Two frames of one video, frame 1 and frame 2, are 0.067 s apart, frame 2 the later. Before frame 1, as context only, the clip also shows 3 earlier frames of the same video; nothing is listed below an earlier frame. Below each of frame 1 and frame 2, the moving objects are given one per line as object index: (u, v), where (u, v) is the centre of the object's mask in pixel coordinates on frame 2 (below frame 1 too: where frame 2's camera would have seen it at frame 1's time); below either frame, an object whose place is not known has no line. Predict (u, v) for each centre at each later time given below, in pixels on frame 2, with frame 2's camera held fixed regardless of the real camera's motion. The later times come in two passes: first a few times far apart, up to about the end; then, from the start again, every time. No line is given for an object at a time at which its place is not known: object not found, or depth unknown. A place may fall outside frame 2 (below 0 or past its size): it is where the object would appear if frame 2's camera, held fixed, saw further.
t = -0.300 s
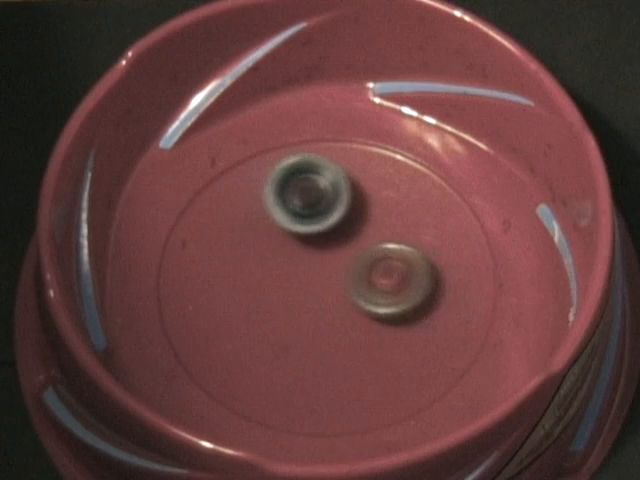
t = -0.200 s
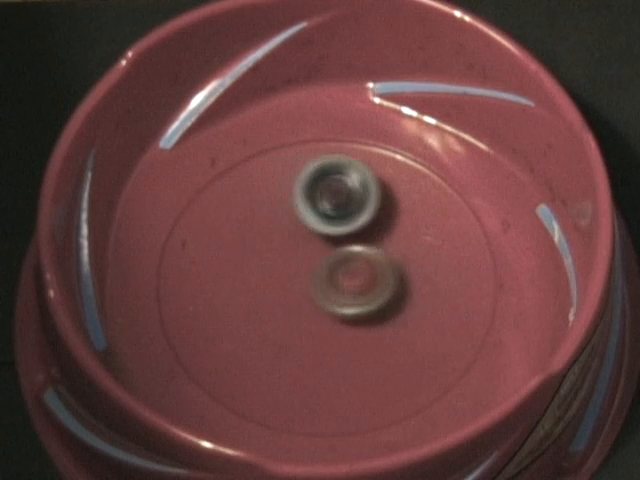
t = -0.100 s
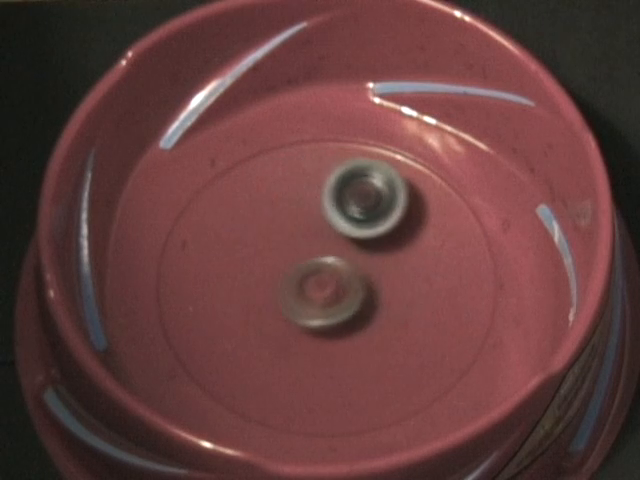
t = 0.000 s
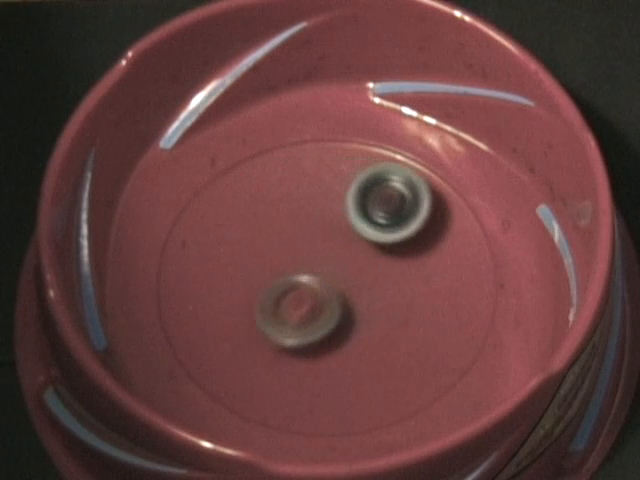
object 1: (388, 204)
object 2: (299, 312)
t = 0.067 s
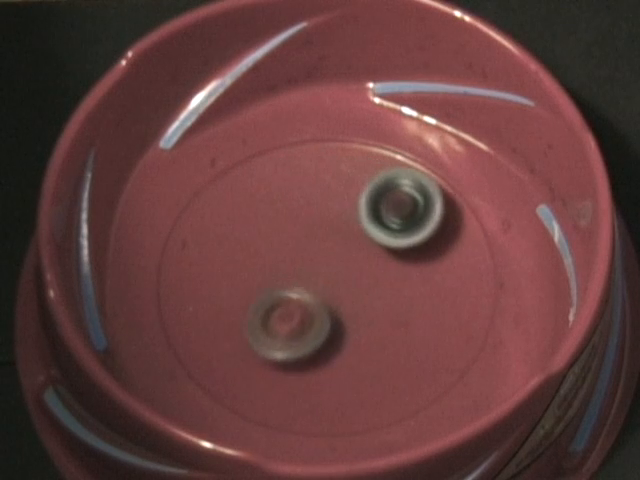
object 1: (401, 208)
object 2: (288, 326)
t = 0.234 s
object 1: (416, 232)
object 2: (287, 352)
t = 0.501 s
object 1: (403, 305)
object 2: (330, 340)
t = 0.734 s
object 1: (385, 345)
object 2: (321, 274)
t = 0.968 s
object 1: (337, 346)
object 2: (267, 241)
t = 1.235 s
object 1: (268, 317)
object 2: (249, 266)
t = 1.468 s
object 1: (265, 304)
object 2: (319, 262)
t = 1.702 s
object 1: (280, 246)
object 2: (356, 236)
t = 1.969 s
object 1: (283, 203)
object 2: (354, 213)
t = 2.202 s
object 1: (292, 226)
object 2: (367, 257)
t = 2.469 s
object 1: (353, 263)
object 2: (424, 289)
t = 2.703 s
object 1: (376, 256)
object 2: (446, 280)
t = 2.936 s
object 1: (317, 265)
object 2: (399, 289)
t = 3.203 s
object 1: (269, 309)
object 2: (362, 337)
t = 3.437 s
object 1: (294, 328)
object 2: (358, 365)
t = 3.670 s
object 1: (299, 267)
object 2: (367, 344)
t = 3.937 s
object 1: (286, 216)
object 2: (312, 297)
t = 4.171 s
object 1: (300, 224)
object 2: (255, 284)
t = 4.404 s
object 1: (347, 252)
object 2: (237, 293)
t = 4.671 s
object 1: (402, 264)
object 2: (300, 281)
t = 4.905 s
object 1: (383, 275)
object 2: (333, 233)
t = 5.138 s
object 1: (337, 308)
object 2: (338, 205)
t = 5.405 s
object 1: (306, 330)
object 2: (325, 239)
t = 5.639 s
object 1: (309, 306)
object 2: (370, 282)
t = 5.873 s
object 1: (285, 261)
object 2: (406, 295)
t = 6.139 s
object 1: (275, 235)
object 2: (399, 284)
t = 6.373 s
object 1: (310, 238)
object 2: (343, 303)
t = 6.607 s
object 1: (339, 221)
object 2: (318, 345)
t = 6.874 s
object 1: (359, 247)
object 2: (324, 347)
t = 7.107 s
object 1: (376, 283)
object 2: (308, 306)
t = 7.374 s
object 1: (366, 303)
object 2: (277, 262)
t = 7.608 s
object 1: (325, 306)
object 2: (257, 255)
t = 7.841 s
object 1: (290, 313)
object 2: (293, 251)
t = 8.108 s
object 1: (314, 302)
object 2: (340, 230)
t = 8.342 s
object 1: (315, 248)
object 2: (372, 214)
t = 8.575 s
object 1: (294, 234)
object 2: (372, 235)
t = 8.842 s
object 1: (299, 257)
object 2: (389, 288)
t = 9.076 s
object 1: (332, 282)
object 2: (409, 314)
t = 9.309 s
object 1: (351, 263)
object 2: (405, 329)
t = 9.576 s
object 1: (324, 253)
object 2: (353, 328)
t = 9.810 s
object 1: (309, 255)
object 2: (301, 346)
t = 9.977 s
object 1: (308, 241)
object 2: (282, 359)
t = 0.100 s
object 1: (406, 211)
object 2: (285, 332)
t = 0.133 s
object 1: (410, 215)
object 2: (284, 338)
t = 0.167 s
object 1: (413, 220)
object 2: (284, 343)
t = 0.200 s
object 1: (414, 225)
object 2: (284, 347)
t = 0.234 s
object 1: (416, 232)
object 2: (287, 352)
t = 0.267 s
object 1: (416, 240)
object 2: (292, 356)
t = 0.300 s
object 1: (415, 248)
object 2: (297, 359)
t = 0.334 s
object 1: (414, 256)
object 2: (303, 361)
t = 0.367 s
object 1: (412, 266)
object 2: (310, 360)
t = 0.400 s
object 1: (410, 276)
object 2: (318, 357)
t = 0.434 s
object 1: (408, 285)
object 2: (323, 352)
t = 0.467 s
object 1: (405, 296)
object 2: (327, 347)
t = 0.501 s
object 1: (403, 305)
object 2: (330, 340)
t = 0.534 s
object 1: (401, 313)
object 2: (330, 331)
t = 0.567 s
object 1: (399, 321)
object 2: (329, 321)
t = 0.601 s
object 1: (396, 327)
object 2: (329, 309)
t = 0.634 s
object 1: (394, 333)
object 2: (330, 298)
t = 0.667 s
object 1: (391, 338)
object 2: (329, 291)
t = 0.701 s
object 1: (388, 342)
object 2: (327, 283)
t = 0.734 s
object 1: (385, 345)
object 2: (321, 274)
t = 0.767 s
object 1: (381, 347)
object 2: (314, 266)
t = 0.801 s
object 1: (375, 348)
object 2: (306, 259)
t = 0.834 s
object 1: (369, 349)
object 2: (299, 254)
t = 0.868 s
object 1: (362, 349)
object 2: (291, 249)
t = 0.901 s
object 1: (354, 349)
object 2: (283, 246)
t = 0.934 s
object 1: (346, 348)
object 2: (275, 243)
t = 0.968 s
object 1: (337, 346)
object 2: (267, 241)
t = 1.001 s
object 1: (328, 344)
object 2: (259, 242)
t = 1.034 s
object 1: (318, 341)
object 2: (254, 244)
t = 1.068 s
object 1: (308, 337)
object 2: (248, 247)
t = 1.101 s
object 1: (299, 334)
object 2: (244, 251)
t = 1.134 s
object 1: (291, 330)
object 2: (242, 256)
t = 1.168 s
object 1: (282, 326)
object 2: (242, 261)
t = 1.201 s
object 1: (275, 321)
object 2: (243, 264)
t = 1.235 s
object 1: (268, 317)
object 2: (249, 266)
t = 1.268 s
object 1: (263, 320)
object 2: (259, 264)
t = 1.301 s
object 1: (260, 320)
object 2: (267, 263)
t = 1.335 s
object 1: (259, 319)
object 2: (277, 263)
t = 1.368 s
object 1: (259, 317)
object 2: (288, 264)
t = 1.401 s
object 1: (260, 314)
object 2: (299, 264)
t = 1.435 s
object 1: (263, 309)
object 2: (309, 263)
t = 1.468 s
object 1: (265, 304)
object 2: (319, 262)
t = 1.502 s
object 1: (267, 296)
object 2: (325, 260)
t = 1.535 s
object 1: (269, 289)
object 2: (331, 257)
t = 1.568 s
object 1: (271, 281)
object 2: (338, 254)
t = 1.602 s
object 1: (274, 273)
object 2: (343, 249)
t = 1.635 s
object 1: (276, 264)
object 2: (348, 245)
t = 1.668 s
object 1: (279, 255)
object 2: (352, 240)
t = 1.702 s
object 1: (280, 246)
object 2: (356, 236)
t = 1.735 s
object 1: (281, 237)
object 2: (359, 232)
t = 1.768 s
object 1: (282, 228)
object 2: (360, 226)
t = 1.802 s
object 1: (281, 221)
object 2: (361, 222)
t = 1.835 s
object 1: (281, 215)
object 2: (361, 218)
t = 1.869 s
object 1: (281, 210)
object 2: (360, 215)
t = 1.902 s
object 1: (281, 206)
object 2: (359, 213)
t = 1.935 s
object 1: (282, 204)
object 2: (356, 212)
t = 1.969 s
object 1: (283, 203)
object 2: (354, 213)
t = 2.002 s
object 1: (284, 203)
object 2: (352, 216)
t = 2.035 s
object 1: (282, 203)
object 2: (352, 222)
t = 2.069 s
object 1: (282, 205)
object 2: (353, 228)
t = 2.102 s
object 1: (284, 209)
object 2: (354, 235)
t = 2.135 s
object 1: (288, 215)
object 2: (355, 242)
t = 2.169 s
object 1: (292, 221)
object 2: (359, 249)
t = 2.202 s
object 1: (292, 226)
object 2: (367, 257)
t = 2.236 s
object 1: (295, 233)
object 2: (373, 265)
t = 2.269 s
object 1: (301, 240)
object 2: (379, 271)
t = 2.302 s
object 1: (310, 247)
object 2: (386, 276)
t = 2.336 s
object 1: (319, 253)
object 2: (393, 279)
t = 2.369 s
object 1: (329, 258)
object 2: (401, 282)
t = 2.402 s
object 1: (340, 262)
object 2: (408, 285)
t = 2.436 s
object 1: (348, 263)
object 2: (417, 287)
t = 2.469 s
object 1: (353, 263)
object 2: (424, 289)
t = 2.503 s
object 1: (361, 263)
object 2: (430, 290)
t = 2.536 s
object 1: (367, 264)
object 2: (436, 290)
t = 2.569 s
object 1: (372, 263)
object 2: (440, 289)
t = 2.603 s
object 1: (374, 261)
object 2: (444, 287)
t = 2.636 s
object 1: (376, 259)
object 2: (446, 285)
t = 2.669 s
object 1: (376, 257)
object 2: (447, 283)
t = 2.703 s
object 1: (376, 256)
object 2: (446, 280)
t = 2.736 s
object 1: (374, 254)
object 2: (442, 278)
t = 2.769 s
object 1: (367, 253)
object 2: (438, 278)
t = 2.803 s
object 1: (355, 252)
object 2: (432, 279)
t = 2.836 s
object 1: (346, 253)
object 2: (425, 280)
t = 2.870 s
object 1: (337, 255)
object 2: (417, 283)
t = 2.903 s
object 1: (327, 259)
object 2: (408, 286)
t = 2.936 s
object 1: (317, 265)
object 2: (399, 289)
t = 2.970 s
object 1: (309, 270)
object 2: (391, 294)
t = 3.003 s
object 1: (302, 277)
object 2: (384, 299)
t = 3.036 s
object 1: (298, 284)
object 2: (377, 304)
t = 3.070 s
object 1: (295, 293)
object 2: (370, 311)
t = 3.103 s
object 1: (294, 301)
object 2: (365, 317)
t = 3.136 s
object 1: (283, 305)
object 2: (364, 324)
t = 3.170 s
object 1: (273, 307)
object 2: (363, 331)
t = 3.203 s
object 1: (269, 309)
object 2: (362, 337)
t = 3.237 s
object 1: (267, 313)
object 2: (360, 343)
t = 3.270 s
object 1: (268, 318)
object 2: (357, 348)
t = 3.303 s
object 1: (271, 323)
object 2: (357, 352)
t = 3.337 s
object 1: (274, 327)
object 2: (356, 356)
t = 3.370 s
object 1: (280, 330)
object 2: (357, 360)
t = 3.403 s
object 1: (287, 330)
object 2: (357, 362)
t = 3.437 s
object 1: (294, 328)
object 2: (358, 365)
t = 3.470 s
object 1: (295, 320)
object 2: (361, 366)
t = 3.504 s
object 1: (296, 312)
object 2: (363, 367)
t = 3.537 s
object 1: (297, 303)
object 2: (365, 365)
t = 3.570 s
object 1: (298, 294)
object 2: (369, 362)
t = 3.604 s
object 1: (299, 286)
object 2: (369, 357)
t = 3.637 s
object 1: (299, 277)
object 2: (370, 350)
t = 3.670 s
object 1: (299, 267)
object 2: (367, 344)
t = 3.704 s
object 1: (298, 259)
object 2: (364, 336)
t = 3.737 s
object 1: (296, 250)
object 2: (359, 330)
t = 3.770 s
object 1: (294, 242)
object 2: (353, 323)
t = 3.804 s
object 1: (293, 235)
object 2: (347, 317)
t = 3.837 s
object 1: (291, 230)
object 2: (340, 312)
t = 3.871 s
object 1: (289, 224)
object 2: (330, 304)
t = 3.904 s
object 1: (288, 219)
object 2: (321, 301)
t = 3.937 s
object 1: (286, 216)
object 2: (312, 297)
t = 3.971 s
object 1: (285, 213)
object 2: (303, 293)
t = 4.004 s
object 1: (286, 212)
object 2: (294, 291)
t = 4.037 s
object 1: (286, 212)
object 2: (286, 288)
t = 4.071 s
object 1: (288, 213)
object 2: (278, 287)
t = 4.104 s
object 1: (291, 216)
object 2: (269, 285)
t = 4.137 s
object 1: (295, 220)
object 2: (262, 284)
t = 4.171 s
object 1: (300, 224)
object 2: (255, 284)
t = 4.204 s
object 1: (305, 228)
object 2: (249, 282)
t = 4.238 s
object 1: (312, 233)
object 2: (244, 282)
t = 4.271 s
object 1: (319, 237)
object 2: (239, 283)
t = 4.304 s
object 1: (326, 240)
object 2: (236, 284)
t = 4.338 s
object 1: (332, 244)
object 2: (235, 287)
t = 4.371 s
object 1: (340, 248)
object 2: (235, 290)
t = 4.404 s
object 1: (347, 252)
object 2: (237, 293)
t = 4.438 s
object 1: (356, 255)
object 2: (243, 295)
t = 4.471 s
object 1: (365, 258)
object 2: (249, 296)
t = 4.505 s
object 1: (374, 261)
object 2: (258, 296)
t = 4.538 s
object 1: (381, 263)
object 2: (266, 295)
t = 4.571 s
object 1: (387, 263)
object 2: (275, 294)
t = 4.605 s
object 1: (393, 264)
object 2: (284, 290)
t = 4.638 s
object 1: (398, 264)
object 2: (292, 286)
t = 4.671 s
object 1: (402, 264)
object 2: (300, 281)
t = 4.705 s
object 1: (404, 265)
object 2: (307, 276)
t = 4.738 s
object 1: (404, 265)
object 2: (314, 271)
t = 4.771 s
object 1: (403, 265)
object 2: (319, 264)
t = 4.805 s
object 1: (399, 267)
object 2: (323, 258)
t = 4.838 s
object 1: (395, 269)
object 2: (325, 250)
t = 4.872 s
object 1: (389, 272)
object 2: (328, 242)
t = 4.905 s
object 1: (383, 275)
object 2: (333, 233)
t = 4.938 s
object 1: (377, 279)
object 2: (336, 227)
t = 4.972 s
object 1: (370, 284)
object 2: (339, 222)
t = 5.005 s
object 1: (363, 288)
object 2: (340, 217)
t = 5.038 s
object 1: (357, 293)
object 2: (340, 214)
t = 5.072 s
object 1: (349, 298)
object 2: (340, 211)
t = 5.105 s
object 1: (343, 303)
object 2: (339, 207)
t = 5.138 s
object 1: (337, 308)
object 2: (338, 205)
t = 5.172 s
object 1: (330, 312)
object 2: (335, 203)
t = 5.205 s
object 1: (325, 316)
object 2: (332, 204)
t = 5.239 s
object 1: (321, 320)
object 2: (329, 207)
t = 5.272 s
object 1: (317, 323)
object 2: (327, 210)
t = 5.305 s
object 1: (313, 326)
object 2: (324, 216)
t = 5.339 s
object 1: (310, 328)
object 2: (323, 223)
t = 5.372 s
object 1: (308, 330)
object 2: (323, 231)
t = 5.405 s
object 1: (306, 330)
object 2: (325, 239)
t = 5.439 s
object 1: (306, 330)
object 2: (328, 246)
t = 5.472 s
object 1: (306, 329)
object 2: (331, 253)
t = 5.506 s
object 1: (306, 327)
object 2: (336, 260)
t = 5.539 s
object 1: (307, 324)
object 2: (342, 264)
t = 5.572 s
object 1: (308, 319)
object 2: (351, 269)
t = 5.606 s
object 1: (309, 313)
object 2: (361, 275)
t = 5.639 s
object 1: (309, 306)
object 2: (370, 282)
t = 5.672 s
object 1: (304, 300)
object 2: (376, 288)
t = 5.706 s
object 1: (301, 294)
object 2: (382, 291)
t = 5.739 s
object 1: (298, 287)
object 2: (385, 293)
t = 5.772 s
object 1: (295, 280)
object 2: (389, 294)
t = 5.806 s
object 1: (292, 273)
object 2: (395, 295)
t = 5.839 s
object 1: (288, 267)
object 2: (400, 295)
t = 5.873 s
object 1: (285, 261)
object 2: (406, 295)
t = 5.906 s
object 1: (282, 255)
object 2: (410, 294)
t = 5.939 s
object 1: (279, 250)
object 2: (413, 294)
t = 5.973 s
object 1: (277, 246)
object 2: (415, 292)
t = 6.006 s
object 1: (276, 242)
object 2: (415, 290)
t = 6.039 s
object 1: (274, 239)
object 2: (414, 288)
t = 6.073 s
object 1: (274, 237)
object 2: (410, 286)
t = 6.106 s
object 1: (274, 236)
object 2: (406, 284)
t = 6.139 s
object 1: (275, 235)
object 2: (399, 284)
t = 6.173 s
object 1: (277, 234)
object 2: (390, 284)
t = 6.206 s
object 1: (280, 234)
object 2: (381, 285)
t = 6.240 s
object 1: (284, 235)
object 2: (373, 287)
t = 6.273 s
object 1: (289, 237)
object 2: (363, 288)
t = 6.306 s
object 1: (296, 239)
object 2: (356, 292)
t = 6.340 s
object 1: (303, 240)
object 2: (349, 297)
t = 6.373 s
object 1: (310, 238)
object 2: (343, 303)
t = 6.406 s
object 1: (315, 231)
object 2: (337, 312)
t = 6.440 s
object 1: (320, 227)
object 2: (333, 320)
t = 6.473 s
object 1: (324, 224)
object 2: (327, 327)
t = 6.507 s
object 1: (328, 222)
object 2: (325, 332)
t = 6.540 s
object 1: (332, 220)
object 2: (323, 336)
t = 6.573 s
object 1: (336, 220)
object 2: (320, 341)
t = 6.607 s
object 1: (339, 221)
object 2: (318, 345)
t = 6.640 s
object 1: (342, 221)
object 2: (317, 348)
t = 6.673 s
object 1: (344, 223)
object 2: (316, 351)
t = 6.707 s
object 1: (347, 225)
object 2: (316, 353)
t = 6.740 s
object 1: (349, 229)
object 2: (317, 355)
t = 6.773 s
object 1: (352, 233)
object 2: (318, 355)
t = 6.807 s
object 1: (354, 237)
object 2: (320, 354)
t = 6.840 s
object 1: (357, 242)
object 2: (323, 351)
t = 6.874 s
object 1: (359, 247)
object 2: (324, 347)
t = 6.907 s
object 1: (361, 253)
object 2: (325, 342)
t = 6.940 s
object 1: (365, 259)
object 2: (325, 337)
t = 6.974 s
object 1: (367, 265)
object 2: (324, 331)
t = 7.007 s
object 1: (370, 270)
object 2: (321, 326)
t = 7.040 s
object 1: (372, 274)
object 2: (318, 321)
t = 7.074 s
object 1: (374, 278)
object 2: (313, 313)
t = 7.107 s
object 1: (376, 283)
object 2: (308, 306)
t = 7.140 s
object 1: (377, 287)
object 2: (306, 299)
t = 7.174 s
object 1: (378, 291)
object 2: (302, 293)
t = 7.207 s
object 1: (378, 294)
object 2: (298, 286)
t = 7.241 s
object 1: (376, 296)
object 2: (295, 281)
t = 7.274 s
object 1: (375, 298)
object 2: (291, 276)
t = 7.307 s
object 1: (372, 300)
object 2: (287, 272)
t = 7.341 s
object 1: (369, 301)
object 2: (282, 266)
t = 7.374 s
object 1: (366, 303)
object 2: (277, 262)
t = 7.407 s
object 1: (362, 304)
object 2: (274, 260)
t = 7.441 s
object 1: (357, 305)
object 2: (269, 256)
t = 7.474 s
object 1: (351, 306)
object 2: (265, 254)
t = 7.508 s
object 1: (345, 307)
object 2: (263, 254)
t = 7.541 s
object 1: (339, 307)
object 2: (260, 253)
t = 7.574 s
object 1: (332, 307)
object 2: (258, 253)
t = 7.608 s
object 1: (325, 306)
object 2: (257, 255)
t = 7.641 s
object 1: (320, 306)
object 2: (257, 256)
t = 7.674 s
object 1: (314, 307)
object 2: (259, 257)
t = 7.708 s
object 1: (307, 306)
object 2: (262, 257)
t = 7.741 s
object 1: (302, 306)
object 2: (267, 256)
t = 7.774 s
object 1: (298, 306)
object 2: (274, 255)
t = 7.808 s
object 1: (294, 308)
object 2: (283, 253)
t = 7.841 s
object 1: (290, 313)
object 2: (293, 251)
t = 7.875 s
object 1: (288, 316)
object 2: (301, 250)
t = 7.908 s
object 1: (289, 318)
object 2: (307, 248)
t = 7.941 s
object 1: (291, 319)
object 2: (315, 247)
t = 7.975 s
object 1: (295, 319)
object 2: (321, 243)
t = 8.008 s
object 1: (300, 317)
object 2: (326, 240)
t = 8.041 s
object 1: (305, 313)
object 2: (331, 236)
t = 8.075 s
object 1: (309, 308)
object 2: (336, 233)
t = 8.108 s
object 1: (314, 302)
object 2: (340, 230)
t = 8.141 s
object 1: (318, 296)
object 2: (344, 226)
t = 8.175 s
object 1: (320, 288)
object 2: (349, 223)
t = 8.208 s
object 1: (322, 280)
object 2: (353, 220)
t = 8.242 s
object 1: (323, 271)
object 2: (358, 217)
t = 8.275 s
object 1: (323, 261)
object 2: (363, 215)
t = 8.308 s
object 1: (321, 253)
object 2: (369, 214)
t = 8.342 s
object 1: (315, 248)
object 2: (372, 214)
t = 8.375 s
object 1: (310, 243)
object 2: (374, 215)
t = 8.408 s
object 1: (306, 238)
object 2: (374, 215)
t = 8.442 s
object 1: (303, 235)
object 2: (375, 217)
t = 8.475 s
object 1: (301, 233)
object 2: (374, 220)
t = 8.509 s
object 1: (298, 232)
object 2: (373, 224)
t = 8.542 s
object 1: (296, 232)
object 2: (372, 229)
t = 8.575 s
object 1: (294, 234)
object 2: (372, 235)
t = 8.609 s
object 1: (293, 237)
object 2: (372, 240)
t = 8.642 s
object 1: (294, 240)
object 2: (373, 246)
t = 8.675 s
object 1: (296, 243)
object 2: (372, 252)
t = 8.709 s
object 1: (298, 246)
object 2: (372, 258)
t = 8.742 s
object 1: (302, 249)
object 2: (373, 266)
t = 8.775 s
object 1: (306, 253)
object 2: (375, 273)
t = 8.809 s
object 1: (302, 255)
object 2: (382, 280)
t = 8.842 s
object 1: (299, 257)
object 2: (389, 288)
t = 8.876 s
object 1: (300, 260)
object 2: (395, 294)
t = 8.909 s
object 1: (302, 265)
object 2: (398, 298)
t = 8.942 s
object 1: (306, 270)
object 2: (401, 301)
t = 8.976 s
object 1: (312, 274)
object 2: (404, 304)
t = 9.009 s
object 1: (318, 278)
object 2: (406, 308)
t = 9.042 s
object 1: (325, 280)
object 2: (408, 310)
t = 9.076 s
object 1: (332, 282)
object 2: (409, 314)
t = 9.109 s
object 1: (339, 283)
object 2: (410, 317)
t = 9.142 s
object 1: (346, 283)
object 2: (409, 320)
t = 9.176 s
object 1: (349, 280)
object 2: (410, 322)
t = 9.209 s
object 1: (351, 274)
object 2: (410, 325)
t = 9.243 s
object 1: (352, 269)
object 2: (409, 327)
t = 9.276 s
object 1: (352, 266)
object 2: (407, 328)
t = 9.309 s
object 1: (351, 263)
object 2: (405, 329)
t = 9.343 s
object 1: (349, 261)
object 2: (400, 330)
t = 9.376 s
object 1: (346, 258)
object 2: (395, 330)
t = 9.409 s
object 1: (344, 256)
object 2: (389, 329)
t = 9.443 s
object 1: (341, 254)
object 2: (383, 329)
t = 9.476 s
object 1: (338, 253)
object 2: (376, 328)
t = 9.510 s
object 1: (334, 253)
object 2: (368, 329)
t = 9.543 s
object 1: (329, 253)
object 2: (362, 329)
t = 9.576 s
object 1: (324, 253)
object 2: (353, 328)
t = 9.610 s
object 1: (320, 255)
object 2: (346, 328)
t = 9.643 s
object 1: (315, 258)
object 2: (339, 329)
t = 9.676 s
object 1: (311, 261)
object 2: (332, 329)
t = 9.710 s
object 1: (307, 263)
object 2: (324, 331)
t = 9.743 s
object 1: (305, 264)
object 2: (316, 333)
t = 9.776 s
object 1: (305, 263)
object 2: (310, 336)
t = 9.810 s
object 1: (309, 255)
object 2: (301, 346)
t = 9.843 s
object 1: (310, 250)
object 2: (295, 353)
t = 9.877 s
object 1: (310, 247)
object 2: (291, 356)
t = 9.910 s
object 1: (309, 245)
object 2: (288, 357)
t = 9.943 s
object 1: (308, 243)
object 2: (285, 358)
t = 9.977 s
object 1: (308, 241)
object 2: (282, 359)
